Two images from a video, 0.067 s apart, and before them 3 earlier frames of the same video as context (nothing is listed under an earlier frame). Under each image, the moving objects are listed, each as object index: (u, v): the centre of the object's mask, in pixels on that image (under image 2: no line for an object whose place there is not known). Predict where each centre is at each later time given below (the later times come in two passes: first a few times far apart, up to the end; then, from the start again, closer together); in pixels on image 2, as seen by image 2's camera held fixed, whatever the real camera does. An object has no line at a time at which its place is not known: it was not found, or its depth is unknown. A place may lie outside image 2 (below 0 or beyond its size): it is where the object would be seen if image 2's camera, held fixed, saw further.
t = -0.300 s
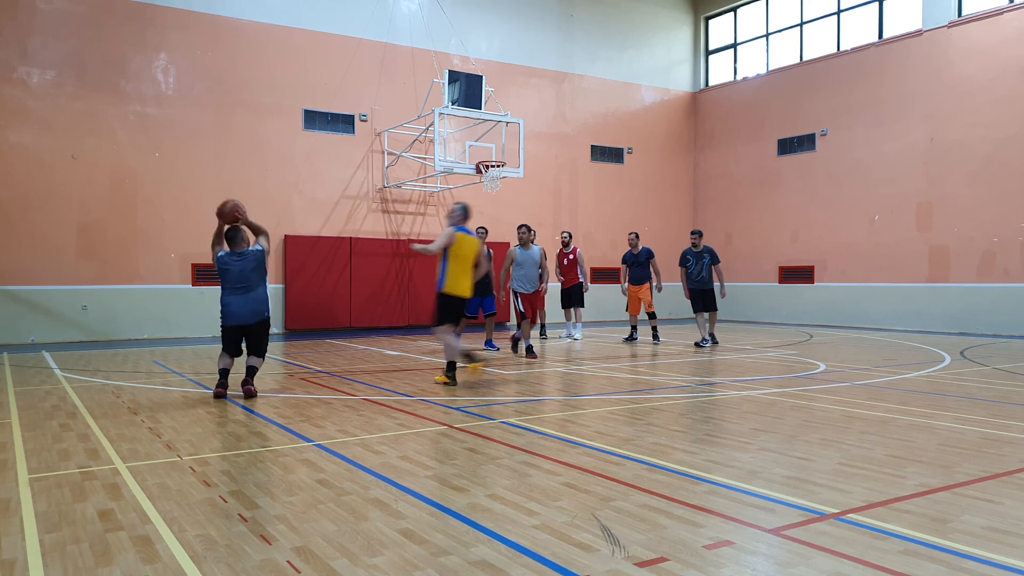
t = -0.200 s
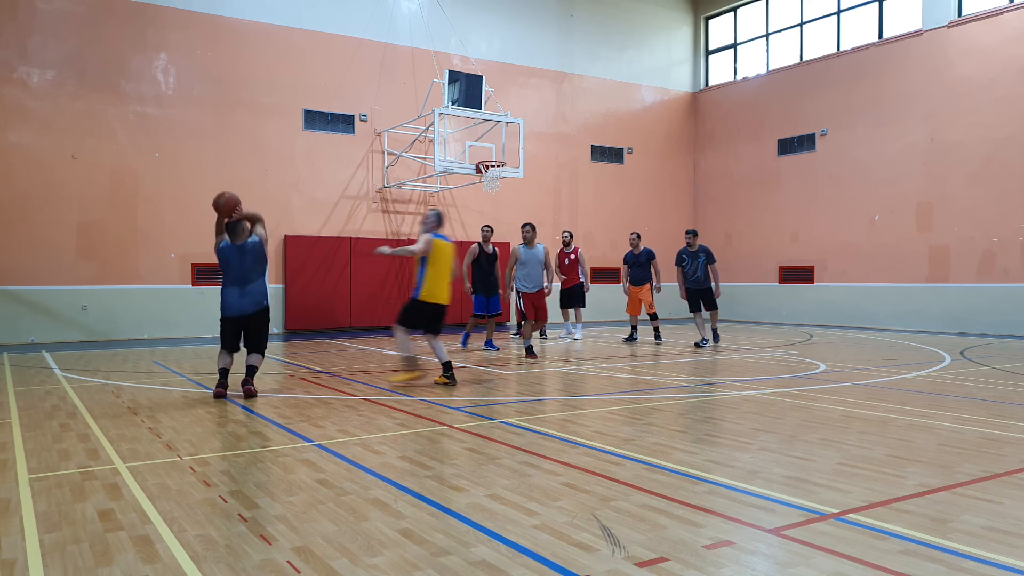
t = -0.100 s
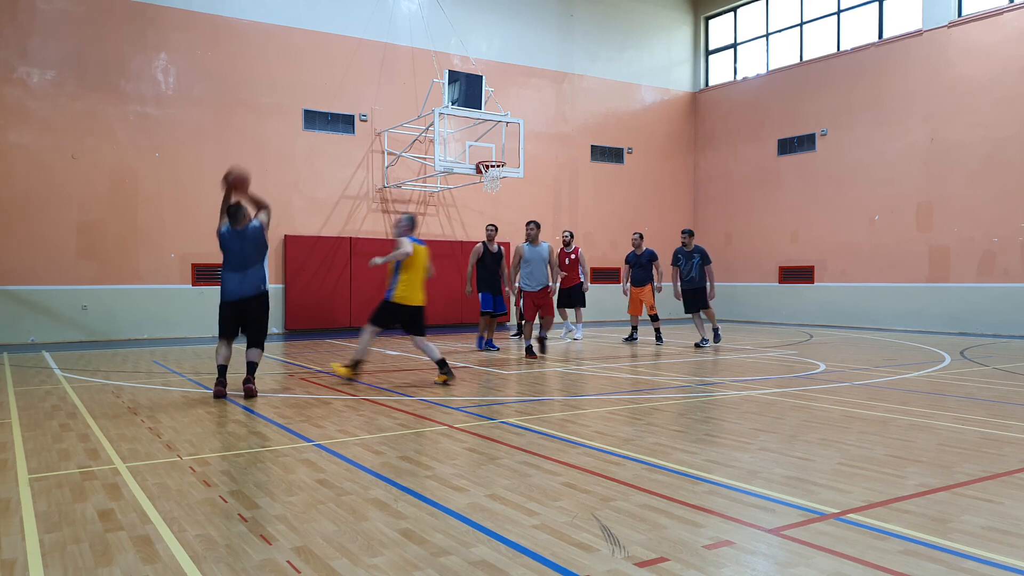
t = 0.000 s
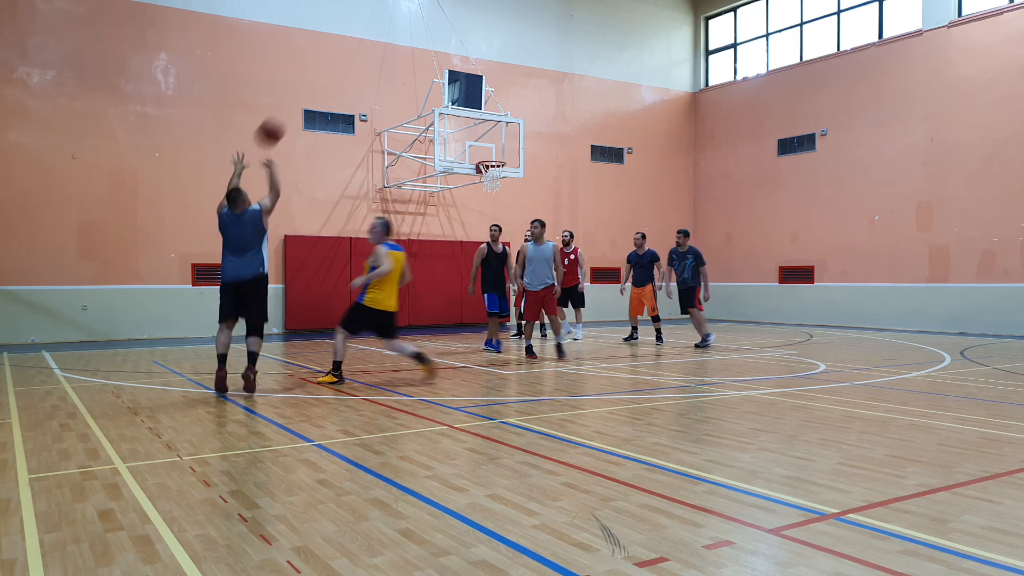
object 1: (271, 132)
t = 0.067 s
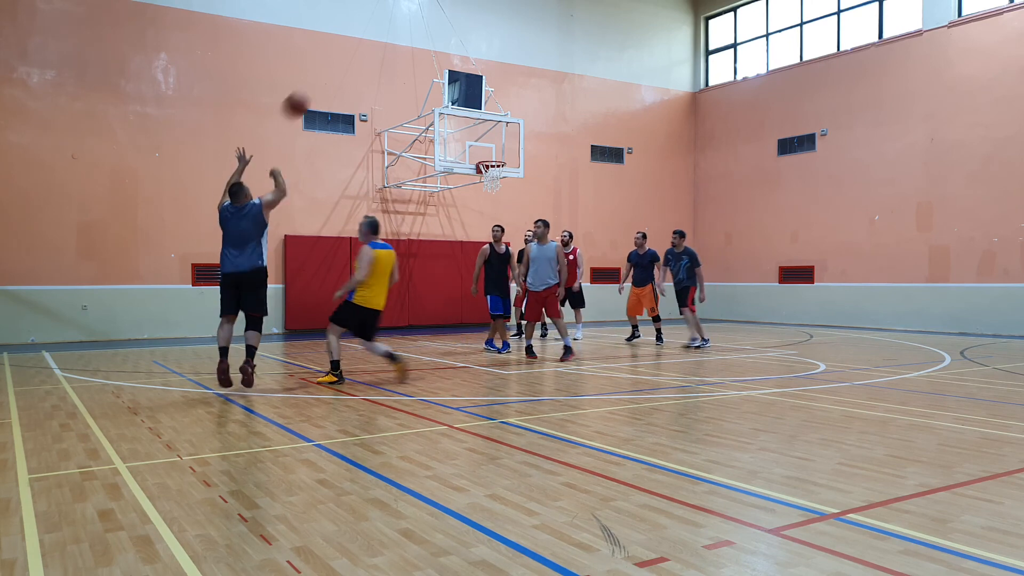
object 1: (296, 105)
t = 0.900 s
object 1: (482, 120)
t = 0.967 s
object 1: (490, 137)
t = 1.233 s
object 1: (494, 124)
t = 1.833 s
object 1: (483, 123)
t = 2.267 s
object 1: (489, 179)
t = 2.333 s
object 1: (486, 187)
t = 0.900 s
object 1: (482, 120)
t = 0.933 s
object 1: (486, 128)
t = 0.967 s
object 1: (490, 137)
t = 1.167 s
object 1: (496, 133)
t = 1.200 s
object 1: (495, 128)
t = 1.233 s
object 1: (494, 124)
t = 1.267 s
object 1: (493, 120)
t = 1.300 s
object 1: (491, 116)
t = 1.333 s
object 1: (490, 113)
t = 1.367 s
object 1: (489, 110)
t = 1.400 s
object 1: (487, 109)
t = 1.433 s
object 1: (486, 108)
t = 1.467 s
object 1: (485, 108)
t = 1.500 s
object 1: (484, 108)
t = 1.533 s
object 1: (482, 109)
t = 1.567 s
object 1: (481, 110)
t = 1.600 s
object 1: (481, 109)
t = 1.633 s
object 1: (481, 109)
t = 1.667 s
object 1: (482, 110)
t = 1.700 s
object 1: (482, 111)
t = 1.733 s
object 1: (482, 113)
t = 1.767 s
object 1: (482, 116)
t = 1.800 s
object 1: (483, 119)
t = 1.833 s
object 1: (483, 123)
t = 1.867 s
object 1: (483, 128)
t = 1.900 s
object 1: (483, 133)
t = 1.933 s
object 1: (484, 139)
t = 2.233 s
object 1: (490, 177)
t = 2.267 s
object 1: (489, 179)
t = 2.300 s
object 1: (486, 183)
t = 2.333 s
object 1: (486, 187)
